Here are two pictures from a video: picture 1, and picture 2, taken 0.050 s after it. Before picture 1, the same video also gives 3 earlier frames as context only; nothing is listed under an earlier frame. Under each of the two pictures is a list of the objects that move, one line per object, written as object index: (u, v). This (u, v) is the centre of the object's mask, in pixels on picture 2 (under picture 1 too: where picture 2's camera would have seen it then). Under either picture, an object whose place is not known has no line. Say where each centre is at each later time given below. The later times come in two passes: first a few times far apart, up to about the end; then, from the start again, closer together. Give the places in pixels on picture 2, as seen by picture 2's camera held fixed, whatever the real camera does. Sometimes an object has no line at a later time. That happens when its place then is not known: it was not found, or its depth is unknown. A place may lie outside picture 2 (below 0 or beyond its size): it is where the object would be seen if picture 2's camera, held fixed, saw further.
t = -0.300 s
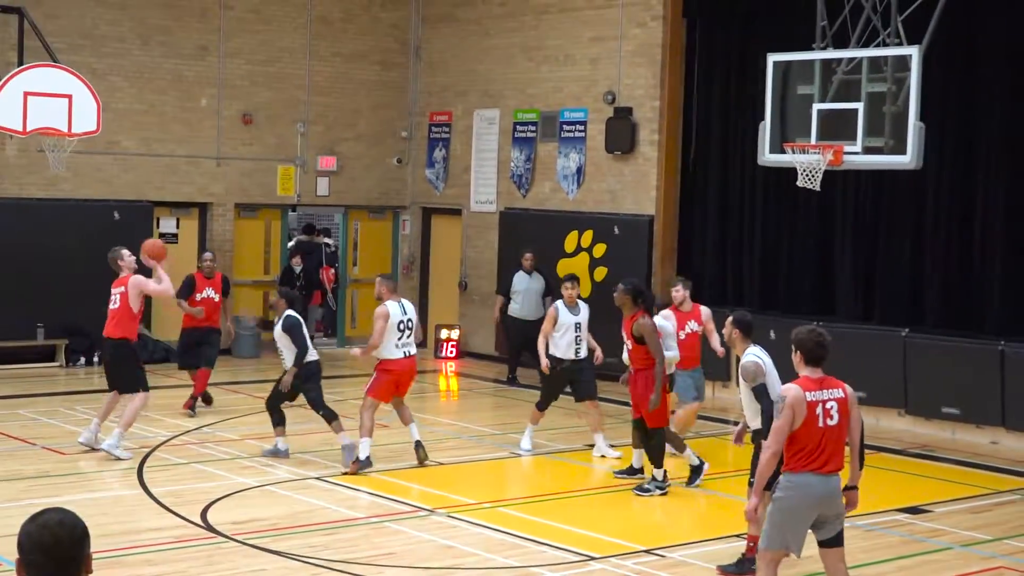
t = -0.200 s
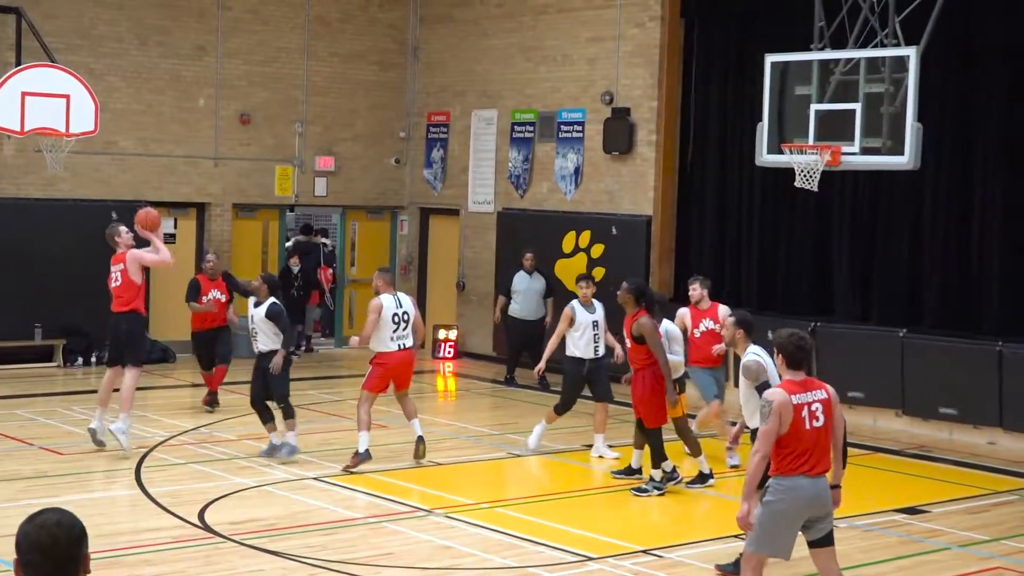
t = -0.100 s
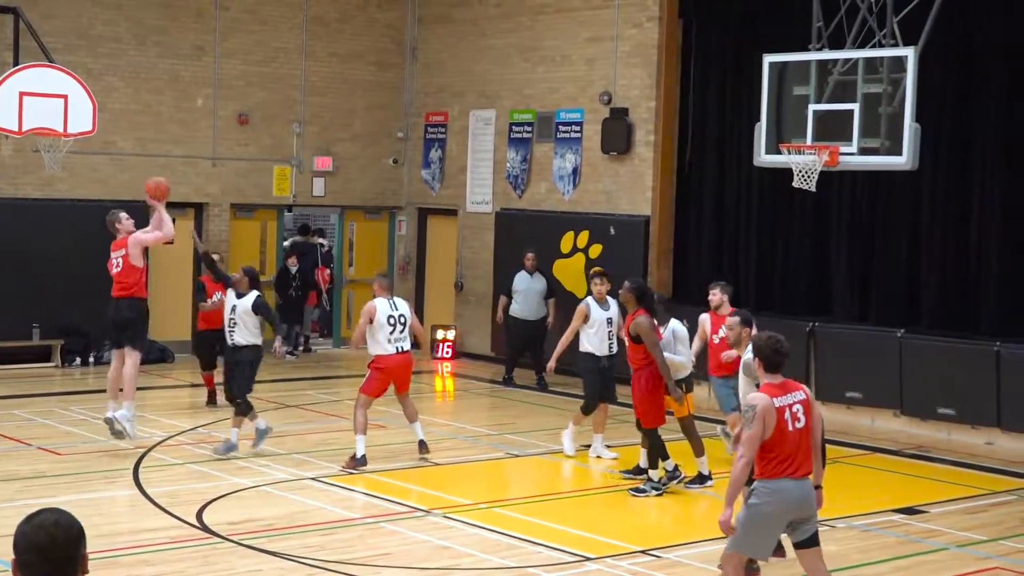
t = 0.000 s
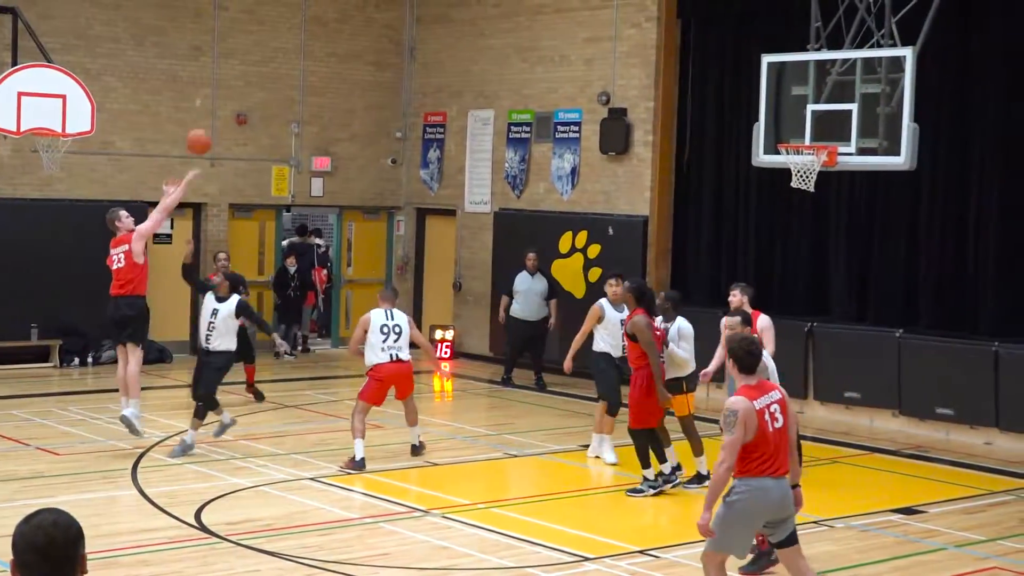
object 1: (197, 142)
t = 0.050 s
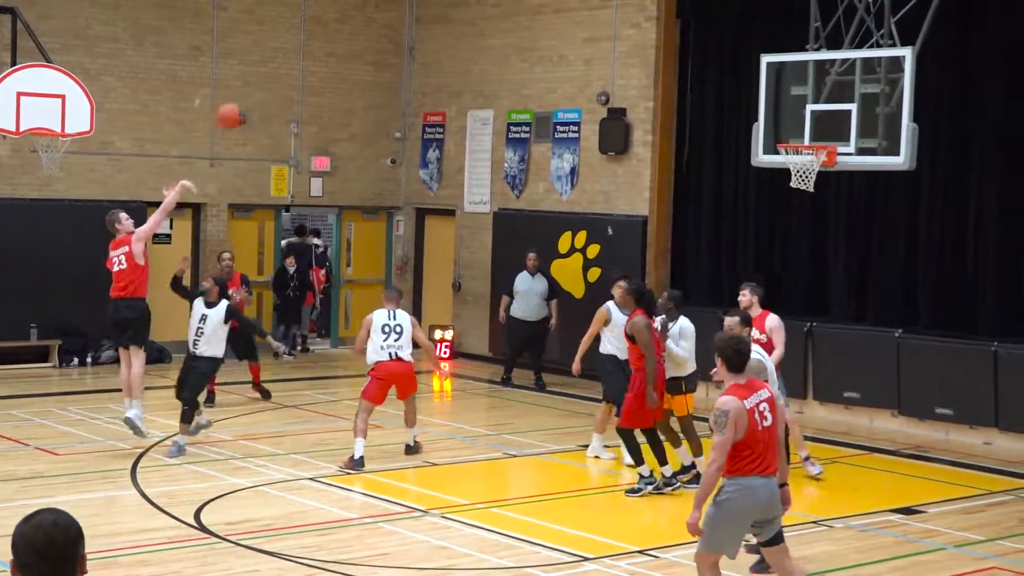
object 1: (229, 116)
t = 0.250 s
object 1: (357, 39)
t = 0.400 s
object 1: (451, 10)
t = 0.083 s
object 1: (251, 100)
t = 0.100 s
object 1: (261, 93)
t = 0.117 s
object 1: (272, 86)
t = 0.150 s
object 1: (294, 73)
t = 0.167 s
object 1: (304, 67)
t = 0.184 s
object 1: (315, 61)
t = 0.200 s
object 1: (326, 55)
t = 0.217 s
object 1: (337, 49)
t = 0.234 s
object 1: (347, 44)
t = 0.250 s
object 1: (357, 39)
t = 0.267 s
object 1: (367, 34)
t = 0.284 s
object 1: (378, 30)
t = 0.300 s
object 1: (389, 27)
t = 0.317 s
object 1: (399, 23)
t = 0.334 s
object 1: (408, 19)
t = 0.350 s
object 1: (420, 16)
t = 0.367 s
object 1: (429, 13)
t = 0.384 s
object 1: (439, 11)
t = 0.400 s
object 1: (451, 10)
